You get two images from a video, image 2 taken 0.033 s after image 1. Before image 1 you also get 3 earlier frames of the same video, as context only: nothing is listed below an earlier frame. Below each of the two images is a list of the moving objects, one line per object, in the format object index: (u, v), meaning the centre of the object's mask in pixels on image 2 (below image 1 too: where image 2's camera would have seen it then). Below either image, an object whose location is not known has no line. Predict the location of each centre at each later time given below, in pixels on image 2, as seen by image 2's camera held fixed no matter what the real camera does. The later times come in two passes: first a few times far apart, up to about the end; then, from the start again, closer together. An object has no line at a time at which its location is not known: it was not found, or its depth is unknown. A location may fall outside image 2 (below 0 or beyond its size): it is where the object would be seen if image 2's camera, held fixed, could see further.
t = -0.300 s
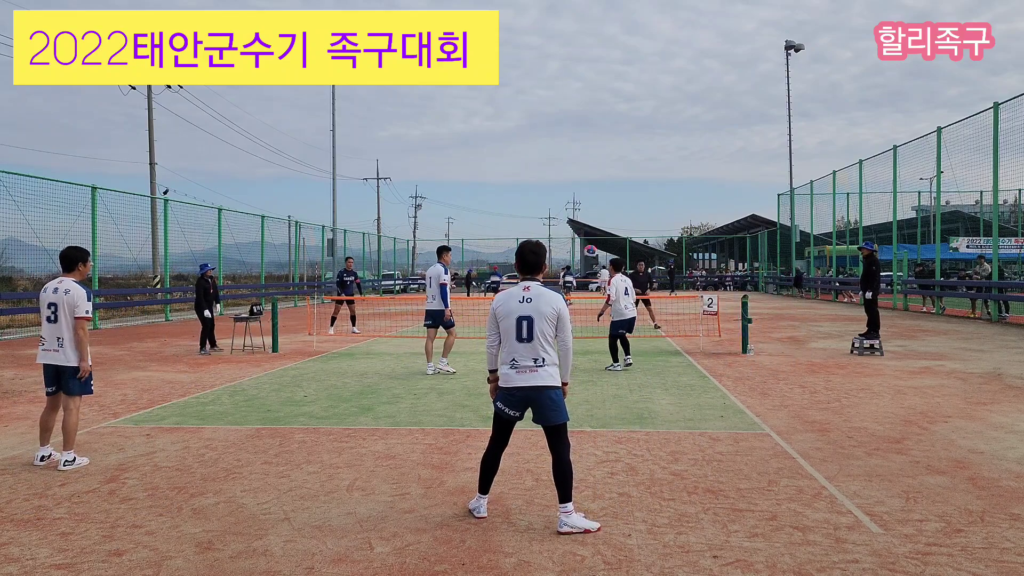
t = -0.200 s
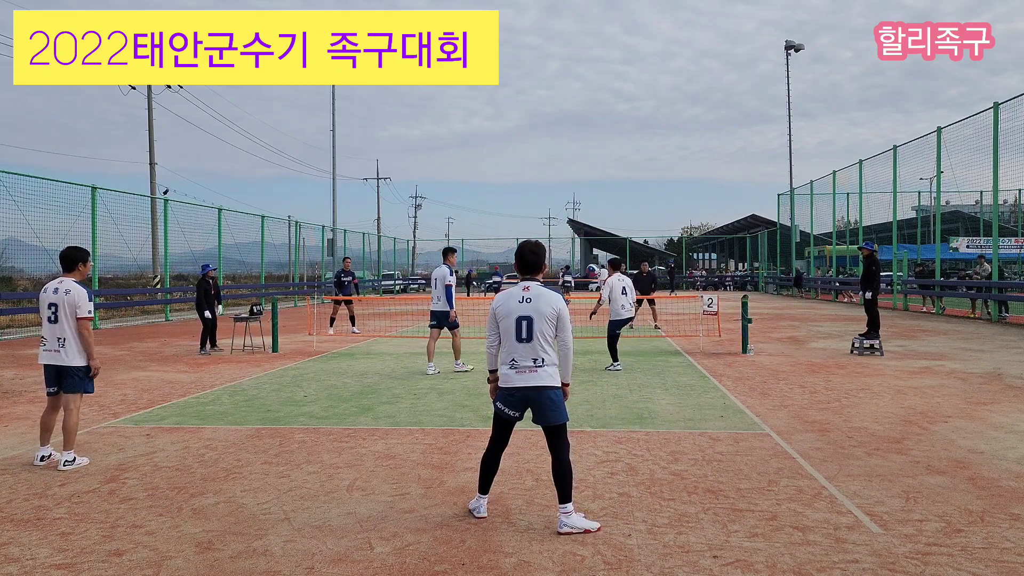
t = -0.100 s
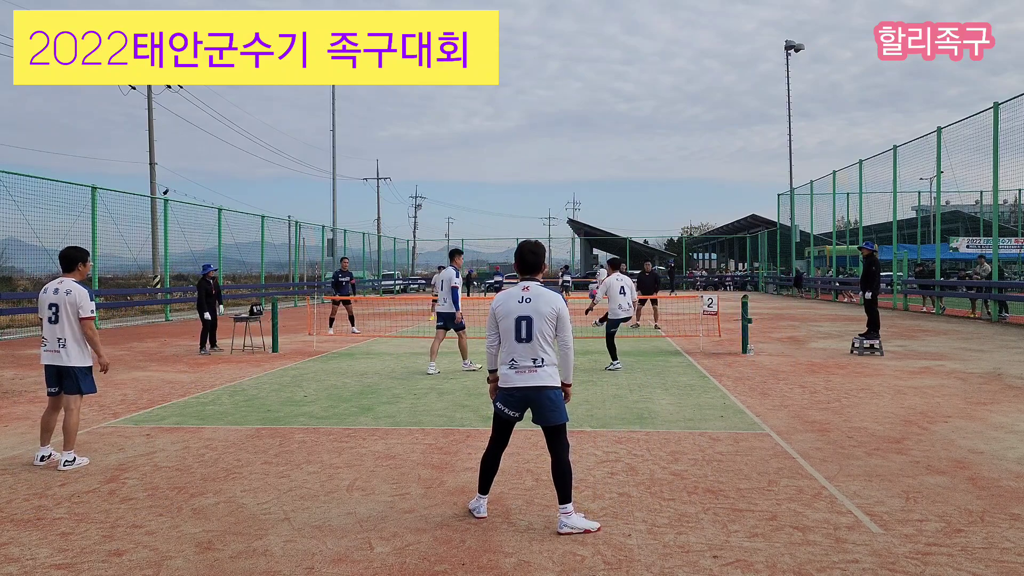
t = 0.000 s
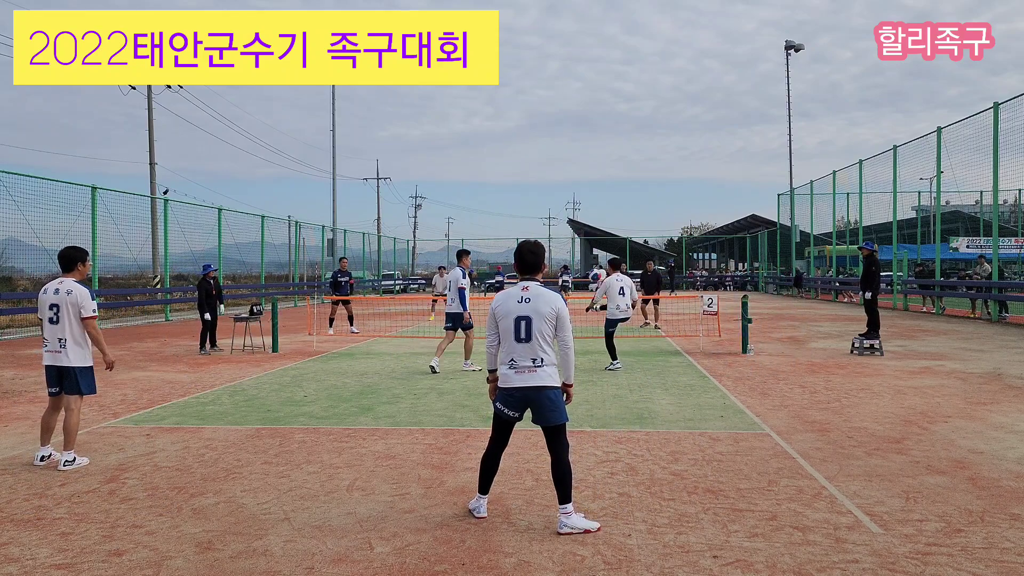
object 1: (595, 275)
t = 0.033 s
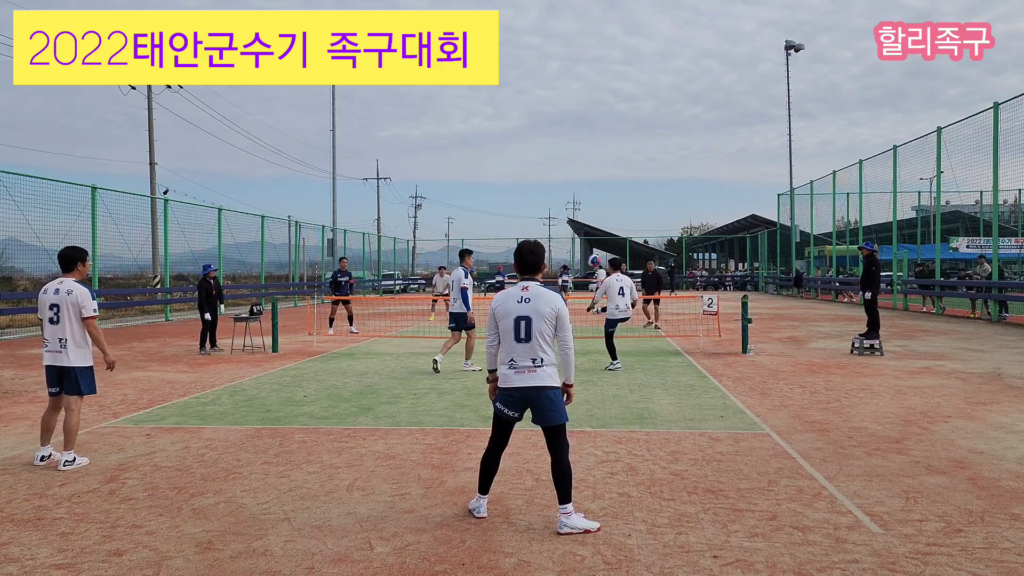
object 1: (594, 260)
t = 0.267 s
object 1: (588, 180)
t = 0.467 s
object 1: (583, 139)
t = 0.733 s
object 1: (577, 125)
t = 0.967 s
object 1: (572, 148)
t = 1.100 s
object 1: (570, 176)
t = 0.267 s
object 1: (588, 180)
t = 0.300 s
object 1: (587, 171)
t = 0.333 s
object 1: (586, 164)
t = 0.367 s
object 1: (585, 156)
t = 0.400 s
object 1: (585, 150)
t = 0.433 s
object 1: (584, 144)
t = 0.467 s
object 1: (583, 139)
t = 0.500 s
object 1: (582, 135)
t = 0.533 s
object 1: (582, 132)
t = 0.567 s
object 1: (581, 129)
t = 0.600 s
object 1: (580, 127)
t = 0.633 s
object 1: (579, 125)
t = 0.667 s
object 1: (579, 125)
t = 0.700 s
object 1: (578, 125)
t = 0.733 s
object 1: (577, 125)
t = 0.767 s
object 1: (577, 126)
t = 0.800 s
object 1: (576, 128)
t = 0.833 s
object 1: (575, 131)
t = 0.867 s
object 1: (574, 134)
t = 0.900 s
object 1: (573, 138)
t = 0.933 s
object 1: (573, 143)
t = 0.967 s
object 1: (572, 148)
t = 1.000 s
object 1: (571, 154)
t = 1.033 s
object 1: (571, 161)
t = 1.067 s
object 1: (570, 168)
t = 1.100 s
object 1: (570, 176)
